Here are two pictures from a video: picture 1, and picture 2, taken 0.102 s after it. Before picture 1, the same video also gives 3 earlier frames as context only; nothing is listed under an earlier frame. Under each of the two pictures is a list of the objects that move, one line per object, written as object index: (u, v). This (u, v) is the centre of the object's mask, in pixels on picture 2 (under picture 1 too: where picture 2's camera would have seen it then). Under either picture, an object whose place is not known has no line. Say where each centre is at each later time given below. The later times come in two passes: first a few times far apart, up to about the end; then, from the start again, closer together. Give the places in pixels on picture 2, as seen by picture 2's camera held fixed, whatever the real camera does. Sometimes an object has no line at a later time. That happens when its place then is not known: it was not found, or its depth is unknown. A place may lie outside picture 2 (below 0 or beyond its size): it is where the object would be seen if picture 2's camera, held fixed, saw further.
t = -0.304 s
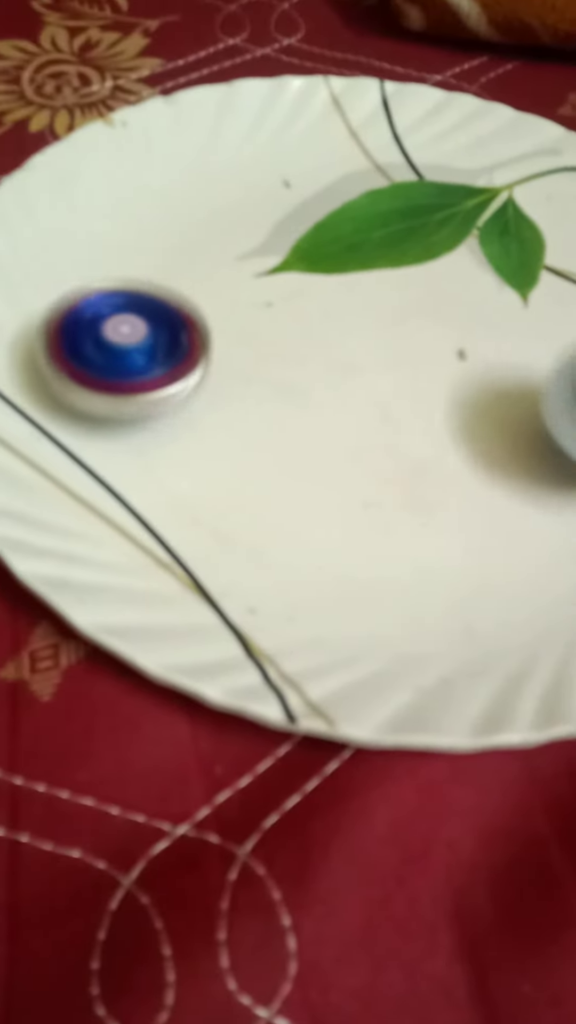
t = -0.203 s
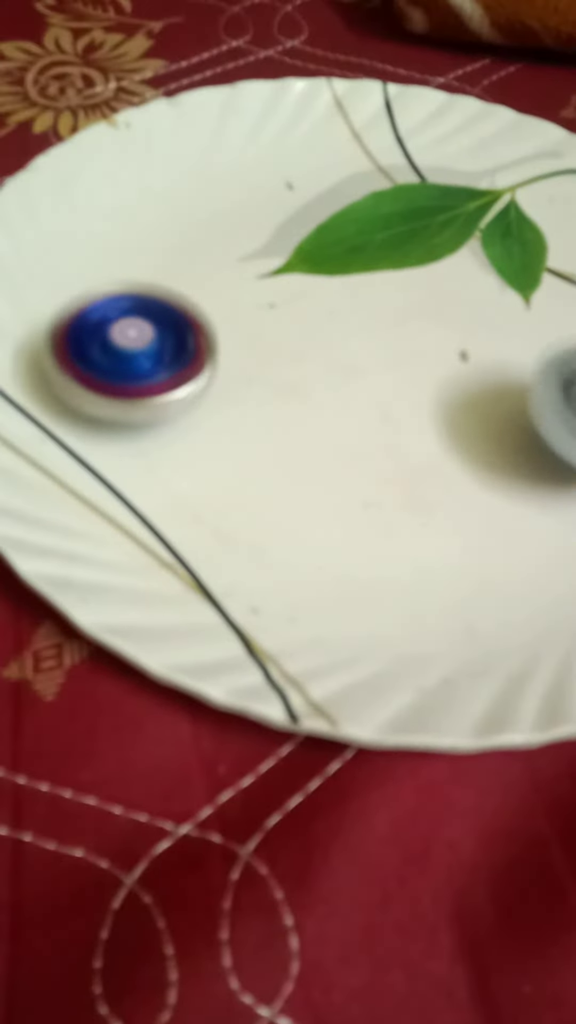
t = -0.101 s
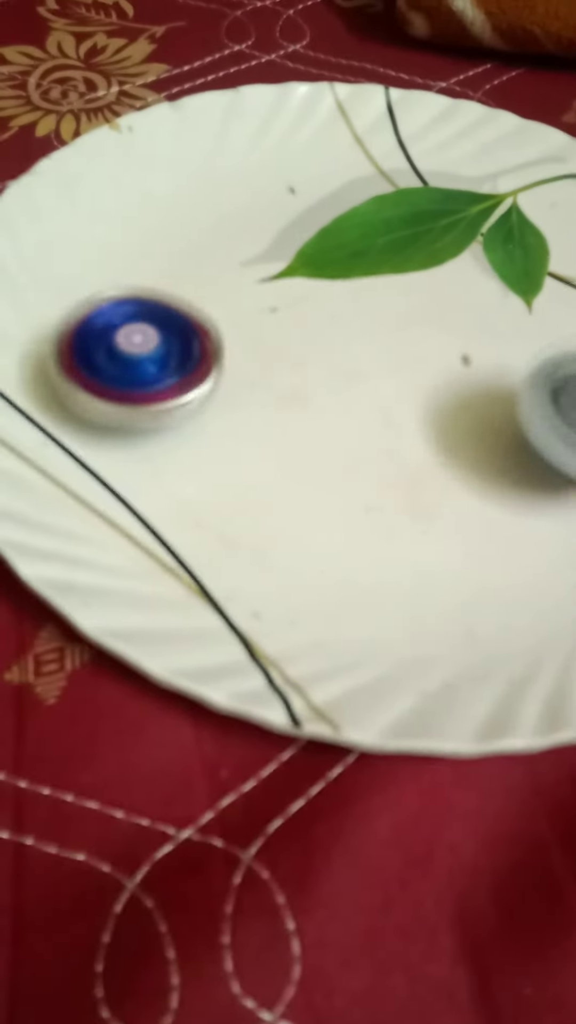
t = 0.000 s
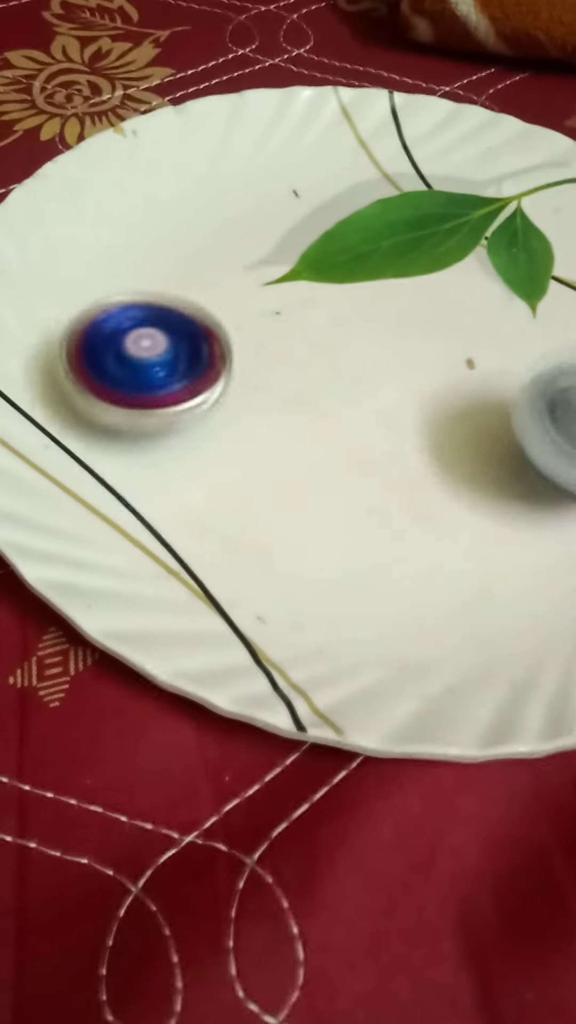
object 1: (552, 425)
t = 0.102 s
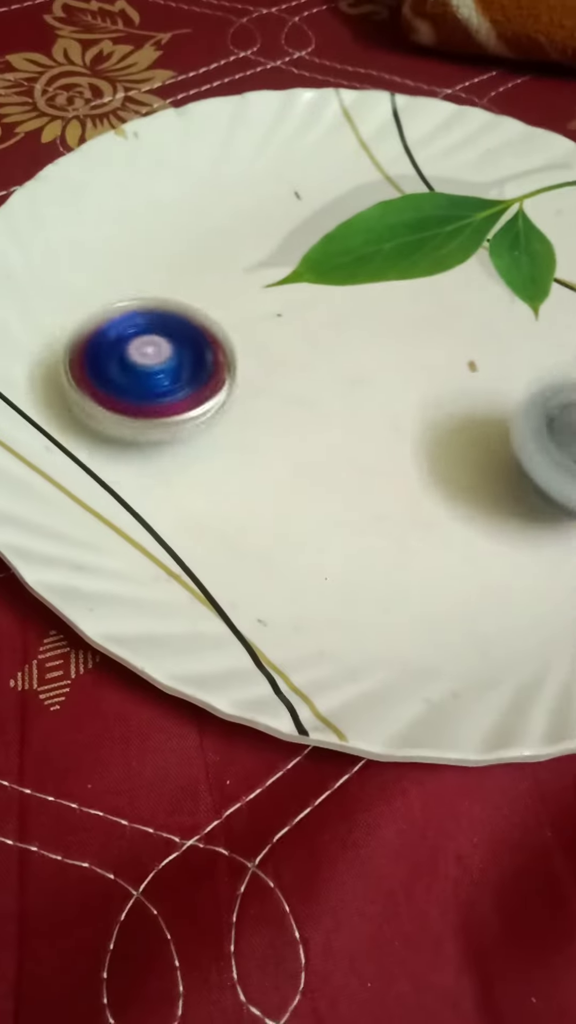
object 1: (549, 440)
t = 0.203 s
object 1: (548, 458)
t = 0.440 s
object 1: (549, 509)
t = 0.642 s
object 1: (527, 542)
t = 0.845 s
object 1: (504, 526)
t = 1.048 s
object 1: (539, 505)
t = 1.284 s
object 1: (551, 450)
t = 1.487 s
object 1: (562, 391)
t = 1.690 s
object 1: (560, 346)
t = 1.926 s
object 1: (539, 324)
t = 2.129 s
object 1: (519, 333)
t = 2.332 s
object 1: (519, 364)
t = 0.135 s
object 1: (548, 446)
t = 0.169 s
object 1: (548, 453)
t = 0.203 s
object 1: (548, 458)
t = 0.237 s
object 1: (548, 463)
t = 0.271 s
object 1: (548, 469)
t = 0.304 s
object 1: (549, 479)
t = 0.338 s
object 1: (550, 485)
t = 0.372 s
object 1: (551, 491)
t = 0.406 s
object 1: (550, 499)
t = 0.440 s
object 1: (549, 509)
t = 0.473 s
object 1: (547, 516)
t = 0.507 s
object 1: (544, 523)
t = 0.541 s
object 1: (541, 531)
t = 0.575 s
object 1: (537, 535)
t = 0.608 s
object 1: (532, 538)
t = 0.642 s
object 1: (527, 542)
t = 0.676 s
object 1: (523, 541)
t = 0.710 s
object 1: (519, 541)
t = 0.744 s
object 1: (513, 538)
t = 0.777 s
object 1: (510, 531)
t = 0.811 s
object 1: (506, 527)
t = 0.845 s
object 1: (504, 526)
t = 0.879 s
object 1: (504, 521)
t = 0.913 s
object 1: (515, 523)
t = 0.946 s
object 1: (528, 515)
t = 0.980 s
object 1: (533, 513)
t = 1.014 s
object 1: (536, 509)
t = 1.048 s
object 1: (539, 505)
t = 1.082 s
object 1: (541, 499)
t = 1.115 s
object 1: (543, 492)
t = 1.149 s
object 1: (544, 485)
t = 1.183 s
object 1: (546, 477)
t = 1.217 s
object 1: (548, 467)
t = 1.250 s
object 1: (549, 459)
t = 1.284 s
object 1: (551, 450)
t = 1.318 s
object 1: (553, 442)
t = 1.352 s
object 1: (553, 433)
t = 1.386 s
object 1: (555, 422)
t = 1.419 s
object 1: (558, 413)
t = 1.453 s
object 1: (560, 403)
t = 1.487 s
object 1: (562, 391)
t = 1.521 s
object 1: (564, 383)
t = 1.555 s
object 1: (565, 375)
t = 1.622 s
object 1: (566, 360)
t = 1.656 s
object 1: (563, 352)
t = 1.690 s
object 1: (560, 346)
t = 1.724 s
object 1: (558, 342)
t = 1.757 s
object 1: (555, 336)
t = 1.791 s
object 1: (552, 332)
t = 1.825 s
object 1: (549, 329)
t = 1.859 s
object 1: (546, 326)
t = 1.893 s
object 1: (543, 324)
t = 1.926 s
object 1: (539, 324)
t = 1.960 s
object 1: (535, 324)
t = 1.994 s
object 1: (532, 324)
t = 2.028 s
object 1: (528, 325)
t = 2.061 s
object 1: (526, 328)
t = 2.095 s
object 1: (522, 329)
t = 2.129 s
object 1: (519, 333)
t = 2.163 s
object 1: (517, 337)
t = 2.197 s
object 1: (516, 342)
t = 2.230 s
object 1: (515, 347)
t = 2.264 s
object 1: (515, 352)
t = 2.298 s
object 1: (516, 358)
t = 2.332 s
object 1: (519, 364)
